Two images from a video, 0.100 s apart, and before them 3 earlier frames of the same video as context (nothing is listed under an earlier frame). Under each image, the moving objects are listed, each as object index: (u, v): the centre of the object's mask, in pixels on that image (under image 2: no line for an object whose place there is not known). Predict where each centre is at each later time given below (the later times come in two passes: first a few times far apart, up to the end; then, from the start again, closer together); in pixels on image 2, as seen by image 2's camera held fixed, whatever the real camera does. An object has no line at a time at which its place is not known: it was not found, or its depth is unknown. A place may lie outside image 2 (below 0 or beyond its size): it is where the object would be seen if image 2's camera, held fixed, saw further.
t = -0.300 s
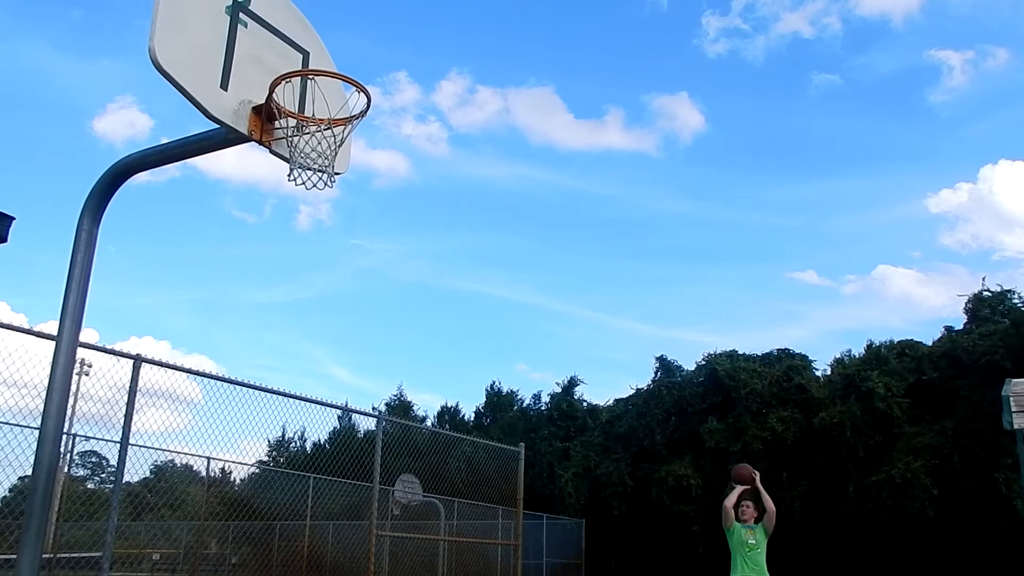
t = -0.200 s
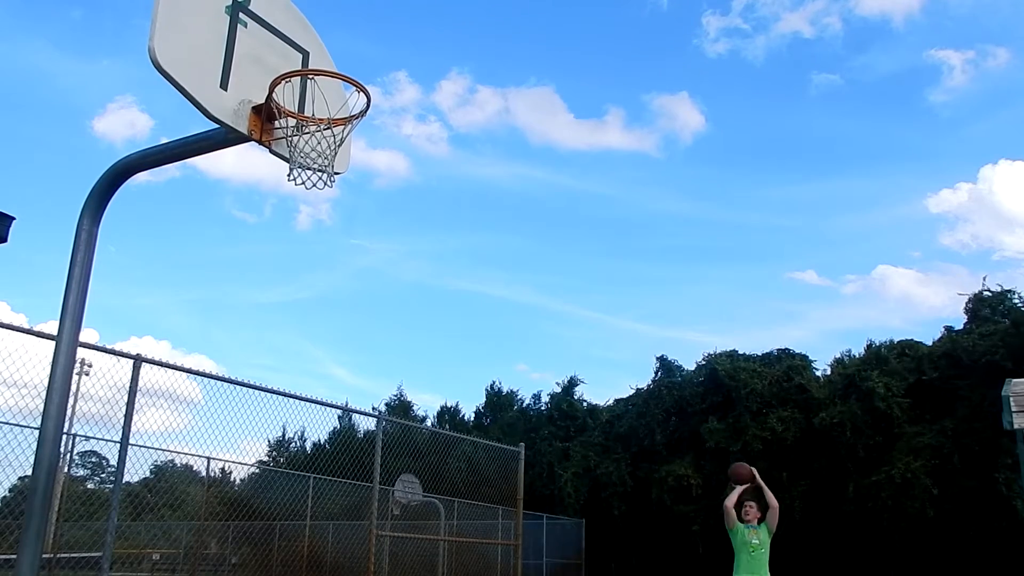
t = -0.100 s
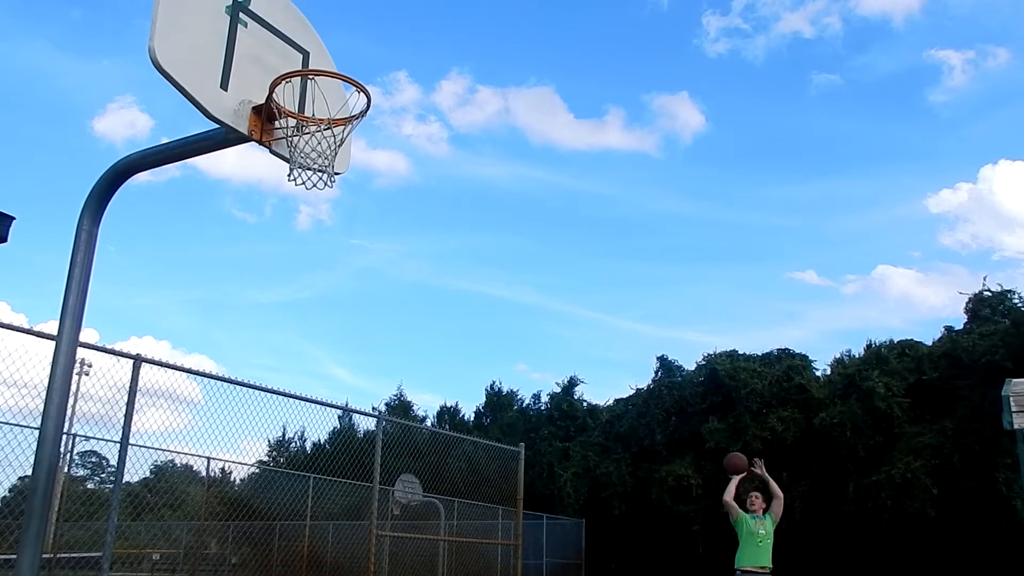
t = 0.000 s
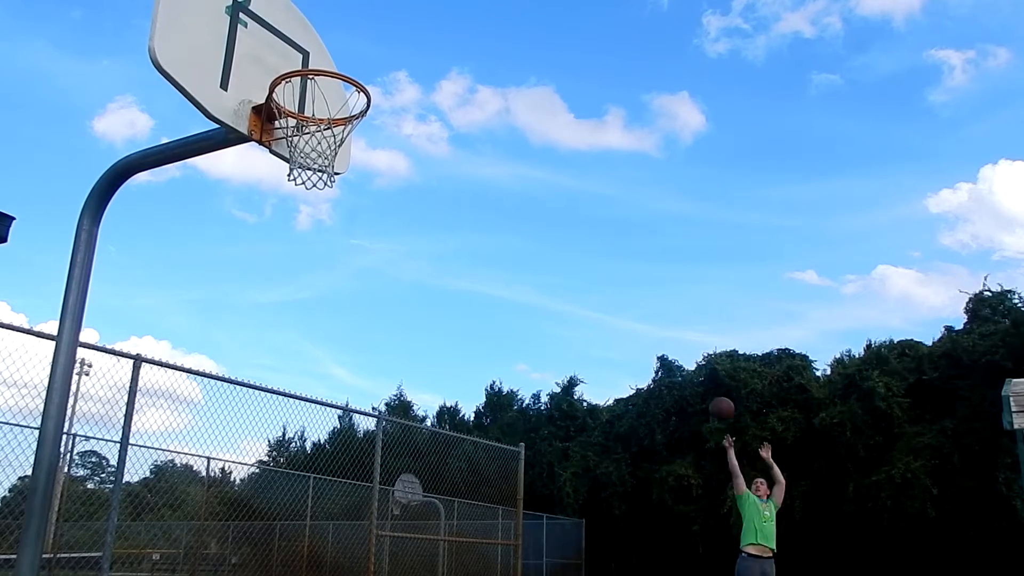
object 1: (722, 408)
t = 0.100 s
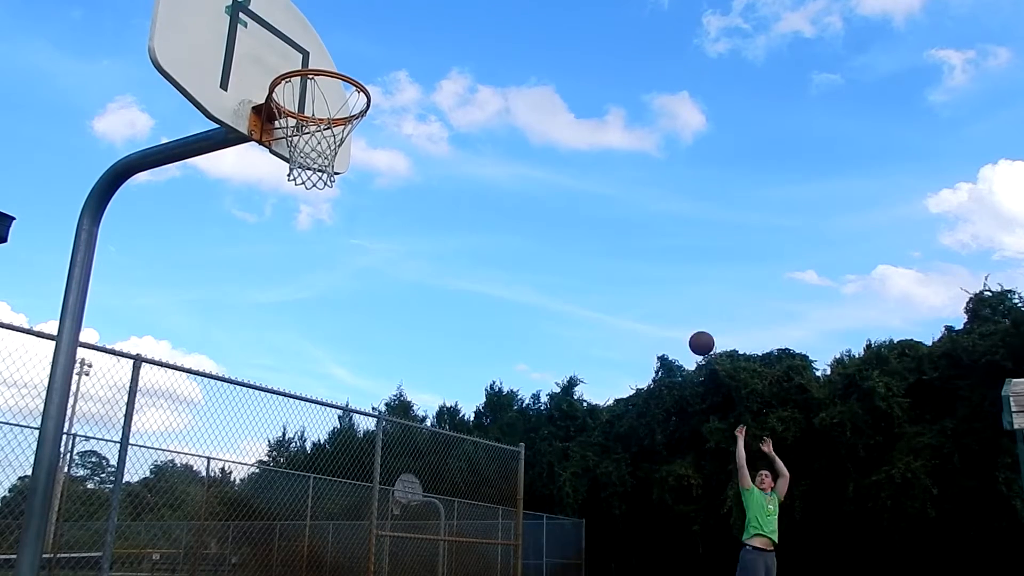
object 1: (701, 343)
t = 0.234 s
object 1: (673, 265)
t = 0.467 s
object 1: (618, 152)
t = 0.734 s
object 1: (539, 69)
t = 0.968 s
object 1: (440, 52)
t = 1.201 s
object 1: (302, 126)
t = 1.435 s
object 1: (256, 258)
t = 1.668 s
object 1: (191, 521)
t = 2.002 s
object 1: (182, 557)
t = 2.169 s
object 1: (210, 453)
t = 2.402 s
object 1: (233, 411)
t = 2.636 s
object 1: (242, 467)
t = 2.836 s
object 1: (243, 572)
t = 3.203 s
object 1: (255, 569)
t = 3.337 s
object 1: (261, 546)
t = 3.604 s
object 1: (265, 560)
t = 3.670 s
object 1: (264, 570)
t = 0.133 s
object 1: (695, 323)
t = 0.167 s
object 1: (688, 303)
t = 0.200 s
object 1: (680, 283)
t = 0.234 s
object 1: (673, 265)
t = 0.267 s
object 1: (666, 247)
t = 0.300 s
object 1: (659, 229)
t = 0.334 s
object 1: (651, 212)
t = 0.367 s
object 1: (643, 196)
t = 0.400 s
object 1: (635, 181)
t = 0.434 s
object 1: (627, 166)
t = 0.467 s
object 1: (618, 152)
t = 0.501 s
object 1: (610, 138)
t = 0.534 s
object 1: (601, 126)
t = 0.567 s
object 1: (591, 114)
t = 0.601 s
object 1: (582, 103)
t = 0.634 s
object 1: (571, 93)
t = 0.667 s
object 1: (561, 84)
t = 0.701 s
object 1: (550, 76)
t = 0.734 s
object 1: (539, 69)
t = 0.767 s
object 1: (527, 63)
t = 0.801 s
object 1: (514, 58)
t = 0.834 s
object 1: (501, 54)
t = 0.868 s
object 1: (487, 51)
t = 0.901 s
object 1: (472, 50)
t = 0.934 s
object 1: (457, 50)
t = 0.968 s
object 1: (440, 52)
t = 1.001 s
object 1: (422, 55)
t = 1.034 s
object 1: (402, 61)
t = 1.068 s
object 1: (381, 68)
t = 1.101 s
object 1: (359, 78)
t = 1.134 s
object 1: (333, 96)
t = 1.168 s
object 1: (313, 109)
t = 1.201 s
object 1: (302, 126)
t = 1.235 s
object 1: (296, 147)
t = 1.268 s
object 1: (290, 154)
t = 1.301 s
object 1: (283, 169)
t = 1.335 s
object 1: (277, 188)
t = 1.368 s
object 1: (270, 209)
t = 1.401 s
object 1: (263, 232)
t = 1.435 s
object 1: (256, 258)
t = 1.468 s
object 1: (248, 287)
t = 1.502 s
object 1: (239, 318)
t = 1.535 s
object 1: (231, 352)
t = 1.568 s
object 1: (221, 390)
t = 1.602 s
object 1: (211, 430)
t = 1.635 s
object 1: (201, 474)
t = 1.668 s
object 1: (191, 521)
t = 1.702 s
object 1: (181, 562)
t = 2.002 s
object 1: (182, 557)
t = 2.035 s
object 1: (188, 532)
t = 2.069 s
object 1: (195, 509)
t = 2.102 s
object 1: (200, 488)
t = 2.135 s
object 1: (205, 469)
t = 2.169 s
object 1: (210, 453)
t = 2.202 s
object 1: (214, 441)
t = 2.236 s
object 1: (218, 430)
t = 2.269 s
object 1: (222, 422)
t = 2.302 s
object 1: (225, 416)
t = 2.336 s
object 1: (228, 412)
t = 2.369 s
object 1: (230, 411)
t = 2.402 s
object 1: (233, 411)
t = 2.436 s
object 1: (235, 413)
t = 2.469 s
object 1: (237, 417)
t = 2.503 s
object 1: (238, 424)
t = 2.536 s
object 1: (240, 432)
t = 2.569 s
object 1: (241, 442)
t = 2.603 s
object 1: (242, 453)
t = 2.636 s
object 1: (242, 467)
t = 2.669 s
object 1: (243, 482)
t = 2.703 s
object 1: (243, 500)
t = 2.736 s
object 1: (243, 519)
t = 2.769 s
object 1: (243, 541)
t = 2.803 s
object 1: (243, 561)
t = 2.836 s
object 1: (243, 572)
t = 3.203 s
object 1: (255, 569)
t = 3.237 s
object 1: (256, 564)
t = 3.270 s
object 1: (258, 559)
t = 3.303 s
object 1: (260, 552)
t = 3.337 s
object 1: (261, 546)
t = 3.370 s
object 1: (262, 542)
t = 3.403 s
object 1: (263, 540)
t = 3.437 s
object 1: (263, 539)
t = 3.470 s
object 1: (264, 540)
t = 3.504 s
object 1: (263, 542)
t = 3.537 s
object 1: (264, 547)
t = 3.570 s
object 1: (265, 554)
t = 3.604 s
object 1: (265, 560)
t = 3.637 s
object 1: (265, 565)
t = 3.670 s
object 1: (264, 570)
